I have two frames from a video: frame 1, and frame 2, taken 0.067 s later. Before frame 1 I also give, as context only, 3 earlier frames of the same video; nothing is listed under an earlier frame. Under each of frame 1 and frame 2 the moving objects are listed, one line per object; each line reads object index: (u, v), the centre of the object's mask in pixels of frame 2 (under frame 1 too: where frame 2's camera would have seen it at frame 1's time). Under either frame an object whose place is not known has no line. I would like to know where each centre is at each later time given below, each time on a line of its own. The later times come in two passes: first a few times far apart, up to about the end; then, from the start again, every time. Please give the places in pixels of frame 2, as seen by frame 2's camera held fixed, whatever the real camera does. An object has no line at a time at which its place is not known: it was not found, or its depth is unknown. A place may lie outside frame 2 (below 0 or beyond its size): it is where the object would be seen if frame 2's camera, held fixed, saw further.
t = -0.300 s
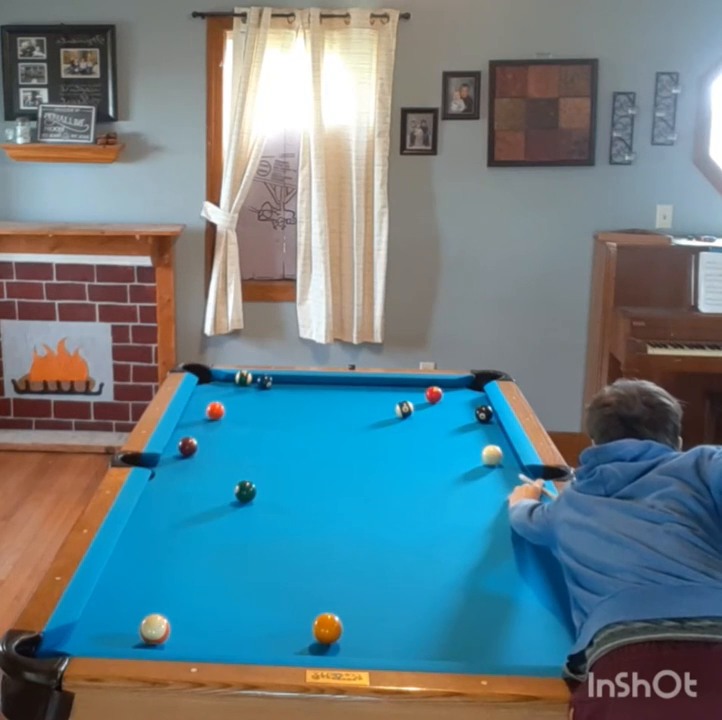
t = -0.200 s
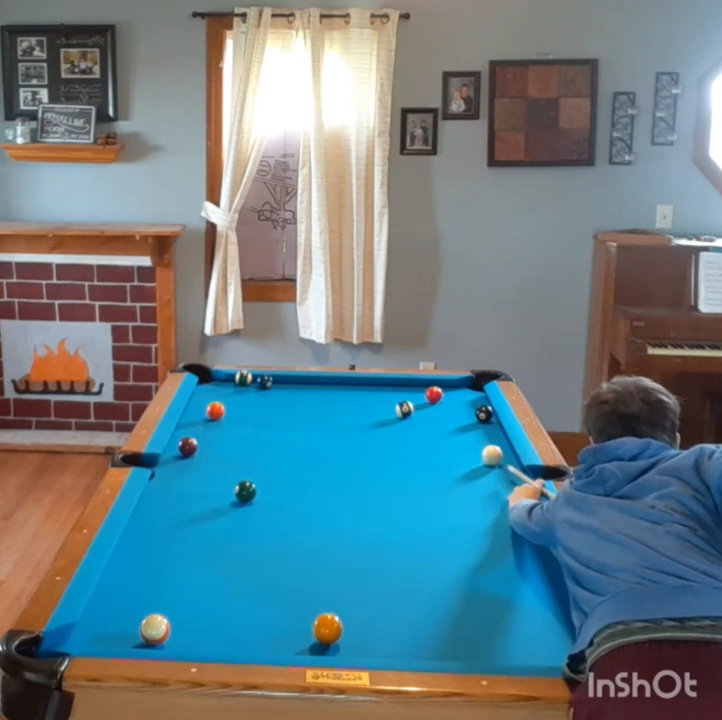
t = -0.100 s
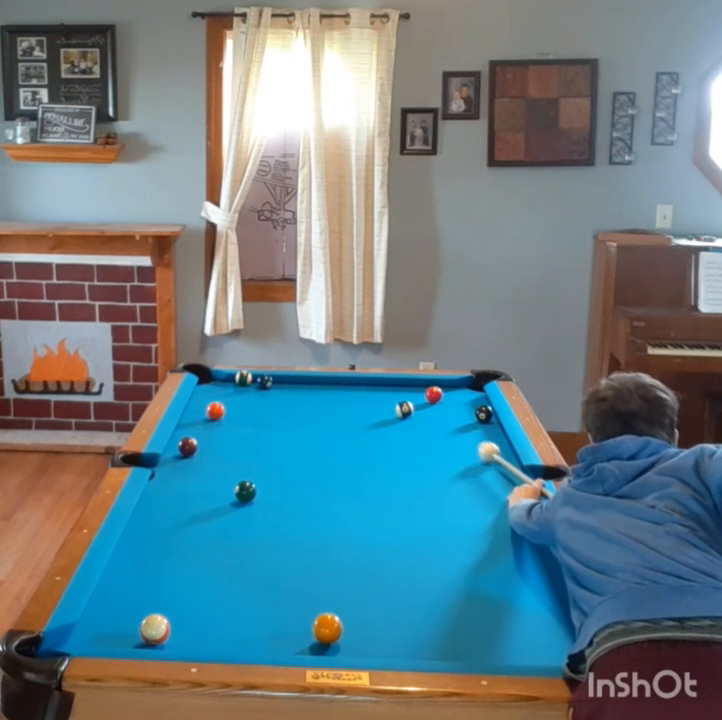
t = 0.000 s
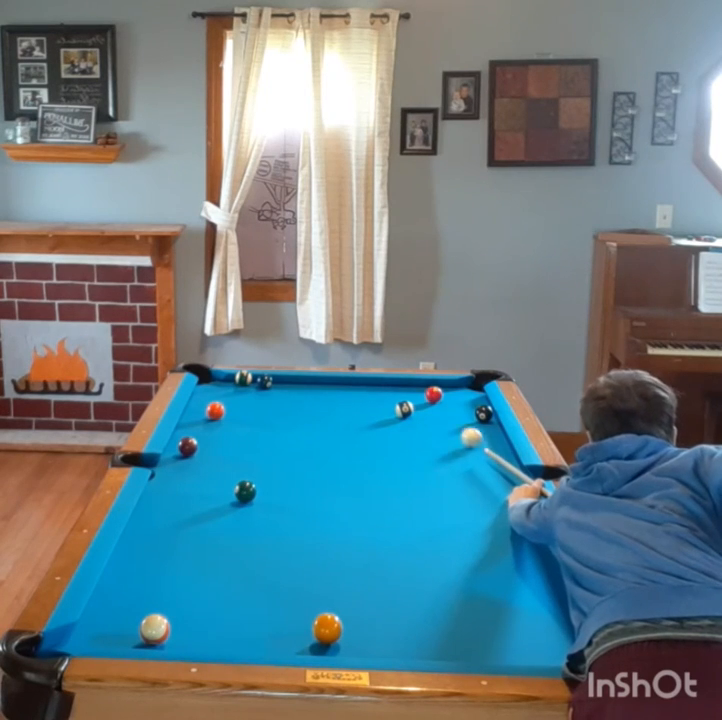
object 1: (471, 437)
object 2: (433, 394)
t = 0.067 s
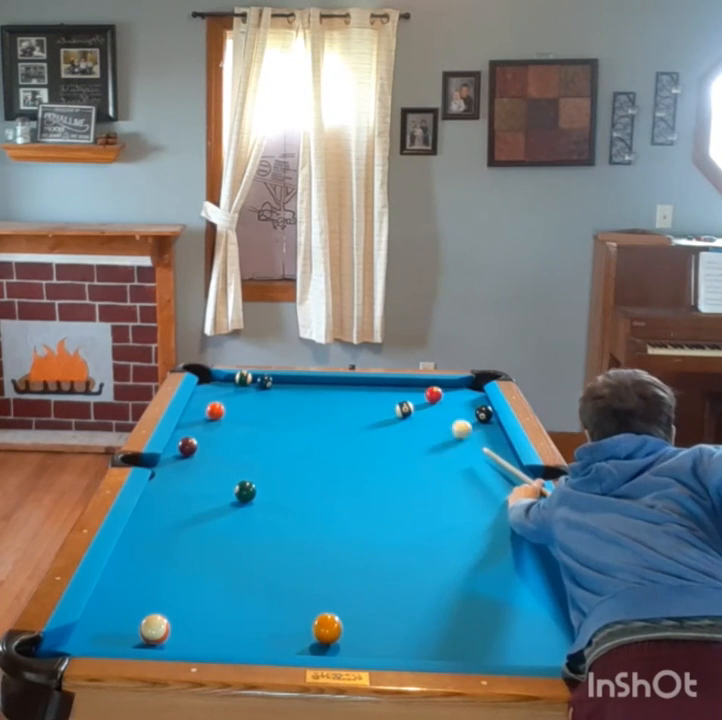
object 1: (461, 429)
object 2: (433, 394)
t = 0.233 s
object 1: (440, 411)
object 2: (433, 393)
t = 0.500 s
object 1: (398, 389)
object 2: (444, 390)
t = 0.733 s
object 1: (362, 383)
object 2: (459, 385)
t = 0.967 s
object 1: (336, 388)
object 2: (473, 382)
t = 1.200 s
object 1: (310, 394)
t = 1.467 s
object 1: (279, 400)
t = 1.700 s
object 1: (252, 405)
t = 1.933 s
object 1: (232, 410)
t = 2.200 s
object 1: (228, 413)
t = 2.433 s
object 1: (225, 415)
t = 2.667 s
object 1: (224, 416)
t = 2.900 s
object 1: (225, 419)
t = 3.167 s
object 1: (226, 420)
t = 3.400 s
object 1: (226, 421)
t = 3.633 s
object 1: (226, 421)
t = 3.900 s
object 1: (226, 421)
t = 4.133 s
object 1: (226, 421)
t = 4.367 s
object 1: (226, 421)
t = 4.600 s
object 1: (226, 421)
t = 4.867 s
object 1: (226, 421)
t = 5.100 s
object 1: (226, 421)
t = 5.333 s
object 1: (226, 421)
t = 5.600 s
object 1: (226, 421)
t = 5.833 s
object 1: (226, 421)
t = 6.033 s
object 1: (226, 421)
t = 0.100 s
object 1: (457, 425)
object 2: (433, 394)
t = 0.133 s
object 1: (452, 422)
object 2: (433, 394)
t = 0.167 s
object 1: (448, 418)
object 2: (433, 394)
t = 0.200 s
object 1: (444, 414)
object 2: (433, 394)
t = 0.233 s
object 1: (440, 411)
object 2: (433, 393)
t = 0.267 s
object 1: (435, 408)
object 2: (433, 392)
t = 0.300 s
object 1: (431, 404)
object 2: (434, 391)
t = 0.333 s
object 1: (427, 401)
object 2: (435, 391)
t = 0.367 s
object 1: (424, 398)
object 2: (436, 393)
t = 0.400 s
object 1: (417, 395)
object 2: (436, 393)
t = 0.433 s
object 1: (411, 393)
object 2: (439, 392)
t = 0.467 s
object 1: (404, 391)
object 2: (442, 391)
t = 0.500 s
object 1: (398, 389)
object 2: (444, 390)
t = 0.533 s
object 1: (392, 387)
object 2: (446, 389)
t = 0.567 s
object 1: (386, 386)
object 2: (448, 389)
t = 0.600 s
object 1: (380, 384)
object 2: (450, 388)
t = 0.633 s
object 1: (374, 382)
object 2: (453, 387)
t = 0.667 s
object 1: (369, 381)
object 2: (455, 386)
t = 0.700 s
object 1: (366, 382)
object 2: (457, 386)
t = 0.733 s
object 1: (362, 383)
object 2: (459, 385)
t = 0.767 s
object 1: (358, 384)
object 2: (461, 384)
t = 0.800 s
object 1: (354, 384)
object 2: (463, 384)
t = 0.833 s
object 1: (351, 385)
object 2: (465, 383)
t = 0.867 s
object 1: (347, 386)
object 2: (467, 382)
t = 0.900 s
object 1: (343, 387)
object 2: (469, 382)
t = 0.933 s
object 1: (340, 387)
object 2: (471, 381)
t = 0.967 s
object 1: (336, 388)
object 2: (473, 382)
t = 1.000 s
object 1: (332, 389)
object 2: (475, 384)
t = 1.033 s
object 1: (328, 390)
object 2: (478, 388)
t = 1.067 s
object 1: (324, 391)
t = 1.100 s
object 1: (321, 392)
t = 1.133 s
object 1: (317, 392)
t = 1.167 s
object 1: (313, 393)
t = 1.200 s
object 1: (310, 394)
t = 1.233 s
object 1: (305, 395)
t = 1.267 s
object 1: (302, 395)
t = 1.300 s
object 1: (298, 396)
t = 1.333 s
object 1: (294, 397)
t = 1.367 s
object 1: (290, 398)
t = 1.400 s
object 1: (287, 398)
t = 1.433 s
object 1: (283, 399)
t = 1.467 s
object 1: (279, 400)
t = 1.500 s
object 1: (275, 401)
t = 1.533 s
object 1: (271, 402)
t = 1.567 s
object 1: (267, 402)
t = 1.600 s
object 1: (263, 403)
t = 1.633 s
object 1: (259, 404)
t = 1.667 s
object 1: (256, 405)
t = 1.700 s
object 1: (252, 405)
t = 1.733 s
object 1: (248, 406)
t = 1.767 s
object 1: (244, 407)
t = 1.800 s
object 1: (240, 407)
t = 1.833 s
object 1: (236, 408)
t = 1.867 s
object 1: (233, 409)
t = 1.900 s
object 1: (232, 409)
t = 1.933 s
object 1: (232, 410)
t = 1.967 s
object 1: (231, 411)
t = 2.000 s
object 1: (230, 411)
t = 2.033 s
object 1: (230, 411)
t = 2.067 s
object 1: (230, 411)
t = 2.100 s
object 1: (229, 412)
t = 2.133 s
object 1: (229, 412)
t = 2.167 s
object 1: (228, 412)
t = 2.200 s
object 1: (228, 413)
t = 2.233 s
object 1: (228, 413)
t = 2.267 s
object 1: (227, 413)
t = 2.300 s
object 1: (227, 414)
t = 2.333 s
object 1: (227, 414)
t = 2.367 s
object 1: (226, 414)
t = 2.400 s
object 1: (226, 415)
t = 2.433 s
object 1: (225, 415)
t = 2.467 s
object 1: (225, 415)
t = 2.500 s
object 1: (225, 415)
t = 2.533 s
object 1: (224, 415)
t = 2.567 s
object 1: (224, 416)
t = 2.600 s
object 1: (224, 416)
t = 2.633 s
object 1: (224, 416)
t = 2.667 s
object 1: (224, 416)
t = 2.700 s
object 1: (224, 417)
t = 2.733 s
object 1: (225, 417)
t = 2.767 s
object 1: (225, 417)
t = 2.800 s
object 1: (225, 418)
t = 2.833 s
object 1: (225, 418)
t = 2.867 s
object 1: (225, 418)
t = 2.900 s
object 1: (225, 419)
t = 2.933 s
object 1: (225, 419)
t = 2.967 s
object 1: (225, 419)
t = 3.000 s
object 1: (226, 419)
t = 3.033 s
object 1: (226, 419)
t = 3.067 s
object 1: (226, 420)
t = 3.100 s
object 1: (226, 420)
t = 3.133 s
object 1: (226, 420)
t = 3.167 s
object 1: (226, 420)
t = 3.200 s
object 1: (226, 420)
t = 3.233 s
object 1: (226, 420)
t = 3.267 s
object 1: (226, 420)
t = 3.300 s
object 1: (226, 421)
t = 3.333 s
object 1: (226, 421)
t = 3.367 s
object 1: (226, 421)
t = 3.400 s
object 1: (226, 421)
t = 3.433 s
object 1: (226, 421)
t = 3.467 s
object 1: (226, 421)
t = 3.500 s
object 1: (226, 421)
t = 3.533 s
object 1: (226, 421)
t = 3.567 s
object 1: (226, 421)
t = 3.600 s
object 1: (226, 421)
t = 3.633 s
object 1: (226, 421)
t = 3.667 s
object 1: (226, 421)
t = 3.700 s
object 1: (226, 421)
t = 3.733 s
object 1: (226, 421)
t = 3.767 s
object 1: (226, 421)
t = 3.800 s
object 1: (226, 421)
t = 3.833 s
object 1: (226, 421)
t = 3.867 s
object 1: (226, 421)
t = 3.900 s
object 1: (226, 421)
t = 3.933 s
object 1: (226, 421)
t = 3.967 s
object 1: (226, 421)
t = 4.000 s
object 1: (226, 421)
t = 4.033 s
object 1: (226, 421)
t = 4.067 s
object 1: (226, 421)
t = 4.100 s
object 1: (226, 421)
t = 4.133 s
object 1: (226, 421)
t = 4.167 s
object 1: (226, 421)
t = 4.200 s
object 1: (226, 421)
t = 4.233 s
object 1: (226, 421)
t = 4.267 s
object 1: (226, 421)
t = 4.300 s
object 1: (226, 421)
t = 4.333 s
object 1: (226, 421)
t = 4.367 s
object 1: (226, 421)
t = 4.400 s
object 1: (226, 421)
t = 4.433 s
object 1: (226, 421)
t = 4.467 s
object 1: (226, 421)
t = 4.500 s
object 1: (226, 421)
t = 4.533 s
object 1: (226, 421)
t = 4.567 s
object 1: (226, 421)
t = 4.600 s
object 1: (226, 421)
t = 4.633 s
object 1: (226, 421)
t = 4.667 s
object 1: (226, 421)
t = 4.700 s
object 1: (226, 421)
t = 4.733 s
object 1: (226, 421)
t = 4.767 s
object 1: (226, 421)
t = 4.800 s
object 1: (226, 421)
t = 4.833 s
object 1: (226, 421)
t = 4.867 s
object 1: (226, 421)
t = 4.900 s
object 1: (226, 421)
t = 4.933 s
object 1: (226, 421)
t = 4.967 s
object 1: (226, 421)
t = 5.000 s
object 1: (226, 421)
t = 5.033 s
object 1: (226, 421)
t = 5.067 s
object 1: (226, 421)
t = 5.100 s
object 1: (226, 421)
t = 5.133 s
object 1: (226, 421)
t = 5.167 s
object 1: (226, 421)
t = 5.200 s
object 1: (226, 421)
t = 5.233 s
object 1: (226, 421)
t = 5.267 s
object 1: (226, 421)
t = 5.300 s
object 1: (226, 421)
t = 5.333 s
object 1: (226, 421)
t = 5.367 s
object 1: (226, 421)
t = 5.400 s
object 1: (226, 421)
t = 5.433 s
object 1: (226, 421)
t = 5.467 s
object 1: (226, 421)
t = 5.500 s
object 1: (226, 421)
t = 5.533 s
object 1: (226, 421)
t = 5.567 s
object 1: (226, 421)
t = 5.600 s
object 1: (226, 421)
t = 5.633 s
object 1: (226, 421)
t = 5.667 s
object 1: (226, 421)
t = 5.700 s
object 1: (226, 421)
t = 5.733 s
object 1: (226, 421)
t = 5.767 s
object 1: (226, 421)
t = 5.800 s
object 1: (226, 421)
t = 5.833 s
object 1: (226, 421)
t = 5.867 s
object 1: (226, 421)
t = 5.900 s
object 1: (226, 421)
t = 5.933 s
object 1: (226, 421)
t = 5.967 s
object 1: (226, 421)
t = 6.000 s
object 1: (226, 421)
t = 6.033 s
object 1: (226, 421)
